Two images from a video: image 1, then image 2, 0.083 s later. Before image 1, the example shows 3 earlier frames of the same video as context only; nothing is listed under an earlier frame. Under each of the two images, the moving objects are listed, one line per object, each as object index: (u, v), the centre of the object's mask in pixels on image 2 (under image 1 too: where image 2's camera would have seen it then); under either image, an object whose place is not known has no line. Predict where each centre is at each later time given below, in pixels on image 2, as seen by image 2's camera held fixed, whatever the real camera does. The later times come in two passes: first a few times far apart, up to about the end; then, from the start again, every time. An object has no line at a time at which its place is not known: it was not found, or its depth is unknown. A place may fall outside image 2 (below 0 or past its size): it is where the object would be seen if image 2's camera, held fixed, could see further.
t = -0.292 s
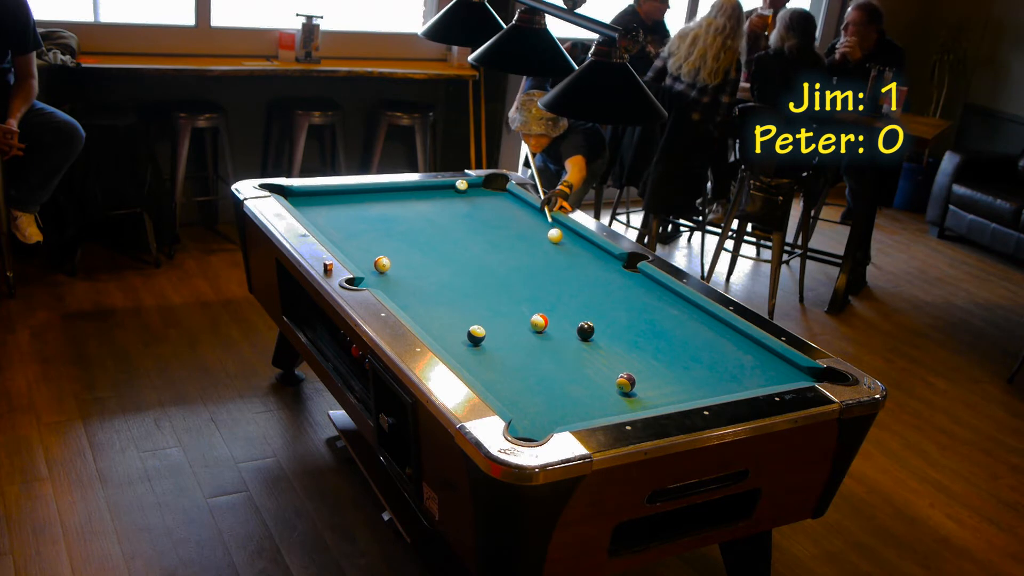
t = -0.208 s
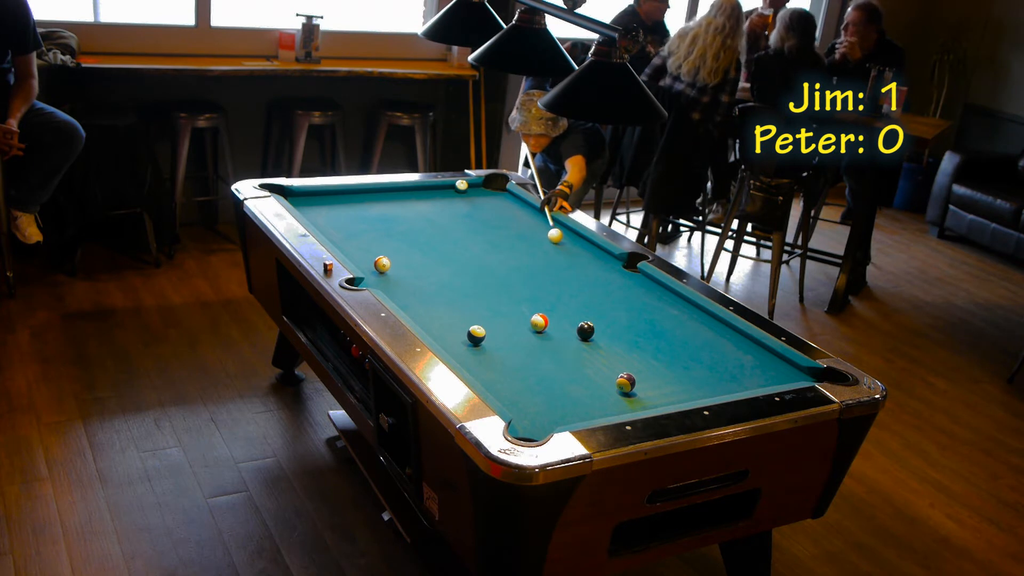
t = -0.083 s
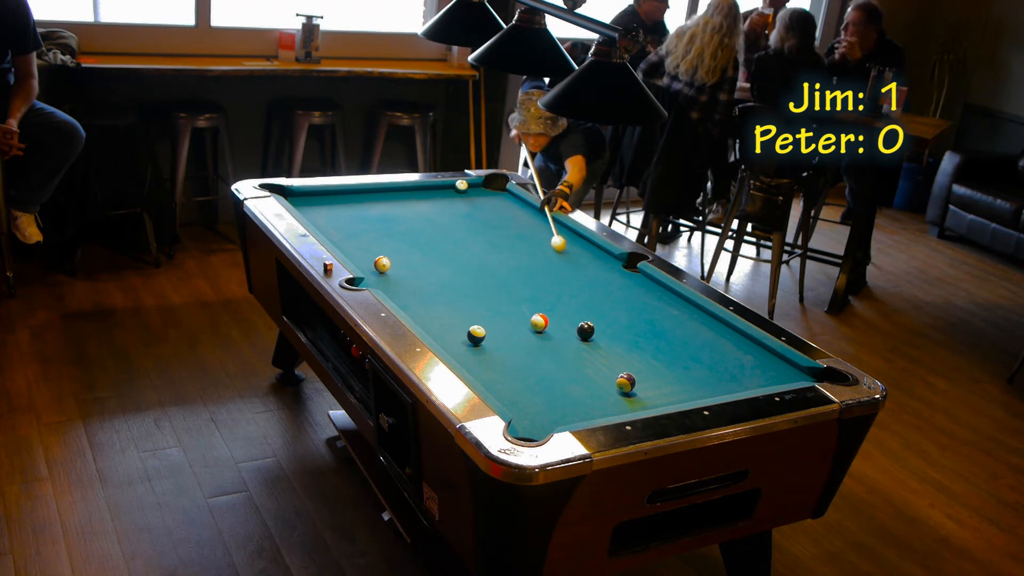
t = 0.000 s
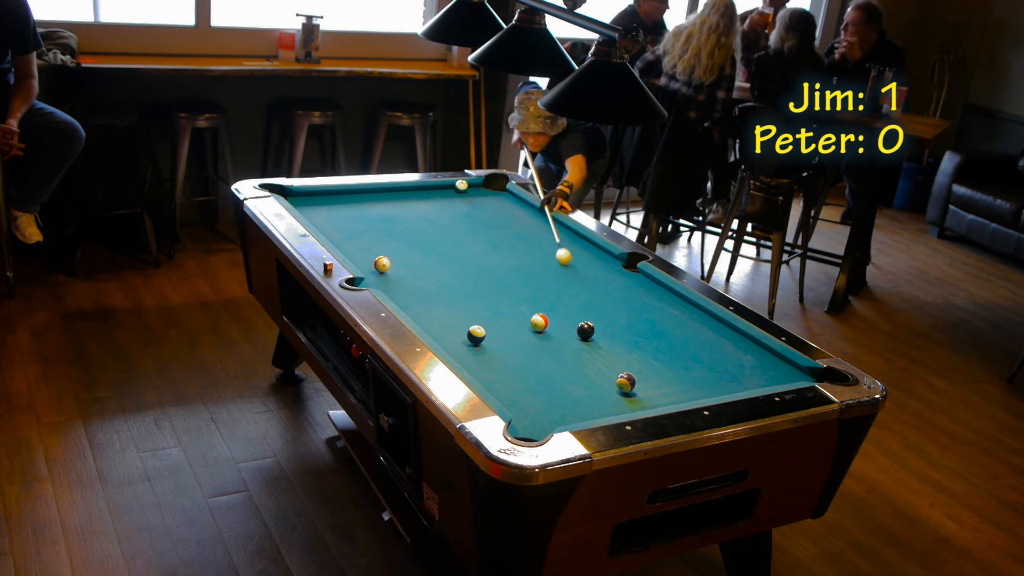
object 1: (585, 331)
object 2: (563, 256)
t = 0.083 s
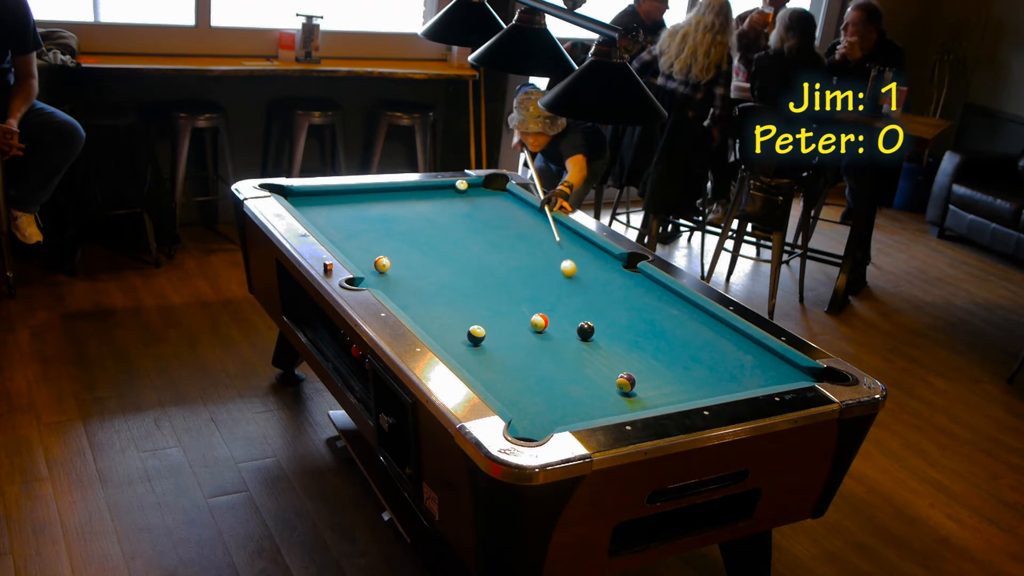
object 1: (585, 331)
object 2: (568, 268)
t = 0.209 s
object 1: (585, 331)
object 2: (575, 284)
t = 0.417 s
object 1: (585, 331)
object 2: (588, 314)
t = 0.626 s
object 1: (573, 343)
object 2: (617, 334)
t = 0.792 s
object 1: (558, 357)
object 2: (644, 348)
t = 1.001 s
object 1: (540, 374)
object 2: (678, 365)
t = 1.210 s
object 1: (521, 391)
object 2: (713, 382)
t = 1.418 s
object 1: (513, 405)
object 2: (730, 386)
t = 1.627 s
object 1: (535, 411)
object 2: (726, 376)
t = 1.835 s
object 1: (558, 416)
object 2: (723, 366)
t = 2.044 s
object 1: (577, 417)
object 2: (719, 358)
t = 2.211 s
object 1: (582, 414)
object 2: (717, 351)
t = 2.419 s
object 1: (587, 411)
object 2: (714, 344)
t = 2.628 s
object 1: (592, 408)
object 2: (711, 338)
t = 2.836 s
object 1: (595, 404)
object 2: (709, 332)
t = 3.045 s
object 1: (598, 401)
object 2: (707, 327)
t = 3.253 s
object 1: (599, 398)
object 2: (705, 322)
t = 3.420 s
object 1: (599, 396)
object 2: (703, 318)
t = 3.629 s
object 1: (599, 394)
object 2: (701, 315)
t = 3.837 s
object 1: (599, 393)
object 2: (699, 311)
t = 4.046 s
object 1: (599, 392)
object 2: (696, 309)
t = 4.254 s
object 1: (599, 392)
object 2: (692, 307)
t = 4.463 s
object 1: (599, 392)
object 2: (690, 307)
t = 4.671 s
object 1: (599, 392)
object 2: (688, 306)
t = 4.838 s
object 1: (599, 392)
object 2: (688, 305)
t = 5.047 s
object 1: (599, 392)
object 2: (688, 306)
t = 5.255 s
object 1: (599, 392)
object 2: (688, 305)
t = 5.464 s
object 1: (599, 392)
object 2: (688, 305)
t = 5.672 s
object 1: (599, 392)
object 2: (688, 305)
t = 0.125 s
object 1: (585, 331)
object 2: (570, 273)
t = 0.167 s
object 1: (585, 331)
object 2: (573, 279)
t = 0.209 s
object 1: (585, 331)
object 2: (575, 284)
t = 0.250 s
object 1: (585, 331)
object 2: (578, 290)
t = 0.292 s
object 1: (585, 331)
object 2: (580, 296)
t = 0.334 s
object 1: (585, 331)
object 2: (583, 302)
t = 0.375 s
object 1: (585, 331)
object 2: (585, 308)
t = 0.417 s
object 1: (585, 331)
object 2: (588, 314)
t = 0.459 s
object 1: (585, 331)
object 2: (592, 319)
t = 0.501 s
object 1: (582, 333)
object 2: (597, 325)
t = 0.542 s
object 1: (578, 337)
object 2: (604, 328)
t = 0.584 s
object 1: (575, 341)
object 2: (611, 331)
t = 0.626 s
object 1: (573, 343)
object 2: (617, 334)
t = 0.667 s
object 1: (568, 347)
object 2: (624, 338)
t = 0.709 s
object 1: (565, 351)
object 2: (630, 341)
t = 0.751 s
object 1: (561, 354)
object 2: (637, 344)
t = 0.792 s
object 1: (558, 357)
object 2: (644, 348)
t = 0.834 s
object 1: (554, 360)
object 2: (651, 351)
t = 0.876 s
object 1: (551, 364)
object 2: (658, 355)
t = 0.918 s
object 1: (547, 367)
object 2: (665, 358)
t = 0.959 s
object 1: (543, 370)
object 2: (671, 361)
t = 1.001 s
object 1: (540, 374)
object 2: (678, 365)
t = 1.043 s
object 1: (536, 377)
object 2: (685, 368)
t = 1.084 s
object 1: (533, 381)
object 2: (692, 371)
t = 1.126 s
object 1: (529, 384)
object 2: (699, 375)
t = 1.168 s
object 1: (525, 388)
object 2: (706, 378)
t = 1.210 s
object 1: (521, 391)
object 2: (713, 382)
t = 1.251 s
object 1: (517, 395)
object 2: (720, 385)
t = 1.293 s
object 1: (513, 399)
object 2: (727, 387)
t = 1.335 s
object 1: (510, 402)
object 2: (731, 388)
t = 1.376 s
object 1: (509, 403)
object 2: (731, 387)
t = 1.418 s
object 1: (513, 405)
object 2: (730, 386)
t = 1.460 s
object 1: (517, 407)
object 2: (729, 384)
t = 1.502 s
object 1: (522, 408)
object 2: (728, 382)
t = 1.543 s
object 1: (526, 409)
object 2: (728, 380)
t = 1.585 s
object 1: (531, 410)
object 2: (727, 378)
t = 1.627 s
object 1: (535, 411)
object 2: (726, 376)
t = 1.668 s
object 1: (540, 412)
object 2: (725, 374)
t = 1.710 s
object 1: (544, 413)
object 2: (725, 372)
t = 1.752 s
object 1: (549, 414)
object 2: (724, 370)
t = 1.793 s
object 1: (553, 415)
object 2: (723, 368)
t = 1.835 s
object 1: (558, 416)
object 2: (723, 366)
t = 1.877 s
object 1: (561, 417)
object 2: (722, 365)
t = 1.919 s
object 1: (565, 417)
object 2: (721, 363)
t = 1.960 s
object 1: (569, 417)
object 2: (721, 361)
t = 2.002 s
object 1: (573, 417)
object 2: (720, 359)
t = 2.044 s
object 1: (577, 417)
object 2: (719, 358)
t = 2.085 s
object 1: (578, 416)
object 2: (719, 356)
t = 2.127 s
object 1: (579, 416)
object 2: (718, 355)
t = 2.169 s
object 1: (581, 415)
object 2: (717, 353)
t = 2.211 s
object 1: (582, 414)
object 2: (717, 351)
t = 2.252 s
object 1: (583, 414)
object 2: (716, 350)
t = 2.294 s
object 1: (584, 413)
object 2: (716, 349)
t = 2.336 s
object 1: (585, 412)
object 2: (715, 347)
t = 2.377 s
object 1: (586, 412)
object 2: (714, 346)
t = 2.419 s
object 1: (587, 411)
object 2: (714, 344)
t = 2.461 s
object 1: (588, 411)
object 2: (713, 343)
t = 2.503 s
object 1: (589, 410)
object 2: (713, 342)
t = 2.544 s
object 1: (590, 409)
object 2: (712, 340)
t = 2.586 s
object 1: (591, 408)
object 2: (712, 339)
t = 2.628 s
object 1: (592, 408)
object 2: (711, 338)
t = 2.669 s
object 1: (593, 407)
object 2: (711, 336)
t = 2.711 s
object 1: (594, 406)
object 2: (710, 335)
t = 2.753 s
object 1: (594, 406)
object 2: (710, 334)
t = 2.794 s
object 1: (595, 405)
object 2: (709, 333)
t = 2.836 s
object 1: (595, 404)
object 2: (709, 332)
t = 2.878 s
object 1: (596, 403)
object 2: (709, 331)
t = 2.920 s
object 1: (596, 403)
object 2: (708, 330)
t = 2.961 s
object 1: (597, 402)
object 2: (708, 329)
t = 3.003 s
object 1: (597, 401)
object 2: (707, 328)
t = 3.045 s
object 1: (598, 401)
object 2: (707, 327)
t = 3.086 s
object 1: (598, 401)
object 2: (707, 326)
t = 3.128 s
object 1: (598, 400)
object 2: (706, 325)
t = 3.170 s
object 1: (598, 399)
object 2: (706, 324)
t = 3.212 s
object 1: (599, 399)
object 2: (705, 323)
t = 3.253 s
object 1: (599, 398)
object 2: (705, 322)
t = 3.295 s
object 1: (599, 398)
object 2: (704, 321)
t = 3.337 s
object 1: (599, 397)
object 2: (704, 320)
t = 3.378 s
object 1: (599, 396)
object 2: (703, 319)
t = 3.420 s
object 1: (599, 396)
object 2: (703, 318)
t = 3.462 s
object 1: (599, 396)
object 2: (702, 318)
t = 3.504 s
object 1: (599, 395)
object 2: (702, 317)
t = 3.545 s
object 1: (599, 395)
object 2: (701, 316)
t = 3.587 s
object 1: (599, 394)
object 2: (701, 315)
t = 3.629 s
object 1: (599, 394)
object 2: (701, 315)
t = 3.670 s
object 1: (599, 394)
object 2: (700, 314)
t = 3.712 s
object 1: (599, 394)
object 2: (700, 313)
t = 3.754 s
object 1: (599, 393)
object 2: (700, 313)
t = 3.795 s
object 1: (599, 393)
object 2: (699, 312)
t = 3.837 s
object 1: (599, 393)
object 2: (699, 311)
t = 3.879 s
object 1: (599, 393)
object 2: (698, 311)
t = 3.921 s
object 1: (599, 393)
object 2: (698, 310)
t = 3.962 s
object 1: (599, 393)
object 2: (698, 310)
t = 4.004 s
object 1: (599, 392)
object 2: (697, 309)
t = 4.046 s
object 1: (599, 392)
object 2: (696, 309)
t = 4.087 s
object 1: (599, 392)
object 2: (696, 308)
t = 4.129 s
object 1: (599, 392)
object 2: (695, 308)
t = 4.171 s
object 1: (599, 392)
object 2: (694, 308)
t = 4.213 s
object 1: (599, 392)
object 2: (693, 308)
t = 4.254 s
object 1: (599, 392)
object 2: (692, 307)
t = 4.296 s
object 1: (599, 392)
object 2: (692, 307)
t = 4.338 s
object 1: (599, 392)
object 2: (691, 307)
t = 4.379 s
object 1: (599, 392)
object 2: (691, 307)
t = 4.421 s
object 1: (599, 392)
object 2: (690, 307)
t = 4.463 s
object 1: (599, 392)
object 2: (690, 307)
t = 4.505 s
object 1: (599, 392)
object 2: (689, 306)
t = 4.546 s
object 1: (599, 392)
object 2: (689, 306)
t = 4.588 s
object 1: (599, 392)
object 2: (689, 306)
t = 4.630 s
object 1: (599, 392)
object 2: (689, 306)
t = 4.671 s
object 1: (599, 392)
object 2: (688, 306)
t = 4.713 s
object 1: (599, 392)
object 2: (688, 306)
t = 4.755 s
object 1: (599, 392)
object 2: (688, 306)
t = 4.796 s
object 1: (599, 392)
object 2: (688, 306)
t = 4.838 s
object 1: (599, 392)
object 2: (688, 305)
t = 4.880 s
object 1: (599, 392)
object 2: (688, 305)
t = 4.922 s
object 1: (599, 392)
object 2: (688, 305)
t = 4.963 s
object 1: (599, 392)
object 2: (688, 306)
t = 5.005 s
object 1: (599, 392)
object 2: (688, 305)
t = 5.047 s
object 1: (599, 392)
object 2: (688, 306)
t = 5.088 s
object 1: (599, 392)
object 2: (688, 305)
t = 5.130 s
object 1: (599, 392)
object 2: (688, 305)
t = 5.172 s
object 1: (599, 392)
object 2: (688, 305)
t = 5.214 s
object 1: (599, 392)
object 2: (688, 305)
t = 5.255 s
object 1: (599, 392)
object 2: (688, 305)
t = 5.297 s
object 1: (599, 392)
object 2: (688, 305)
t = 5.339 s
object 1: (599, 392)
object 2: (688, 305)
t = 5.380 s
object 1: (599, 392)
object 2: (688, 305)
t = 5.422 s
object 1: (599, 392)
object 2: (688, 305)
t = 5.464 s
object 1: (599, 392)
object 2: (688, 305)
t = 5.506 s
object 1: (599, 392)
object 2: (688, 305)
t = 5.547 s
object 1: (599, 392)
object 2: (688, 305)
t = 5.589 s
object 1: (599, 392)
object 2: (688, 305)
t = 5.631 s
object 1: (599, 392)
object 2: (688, 305)
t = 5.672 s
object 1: (599, 392)
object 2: (688, 305)
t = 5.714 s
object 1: (599, 392)
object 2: (688, 305)
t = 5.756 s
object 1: (599, 392)
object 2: (688, 305)
